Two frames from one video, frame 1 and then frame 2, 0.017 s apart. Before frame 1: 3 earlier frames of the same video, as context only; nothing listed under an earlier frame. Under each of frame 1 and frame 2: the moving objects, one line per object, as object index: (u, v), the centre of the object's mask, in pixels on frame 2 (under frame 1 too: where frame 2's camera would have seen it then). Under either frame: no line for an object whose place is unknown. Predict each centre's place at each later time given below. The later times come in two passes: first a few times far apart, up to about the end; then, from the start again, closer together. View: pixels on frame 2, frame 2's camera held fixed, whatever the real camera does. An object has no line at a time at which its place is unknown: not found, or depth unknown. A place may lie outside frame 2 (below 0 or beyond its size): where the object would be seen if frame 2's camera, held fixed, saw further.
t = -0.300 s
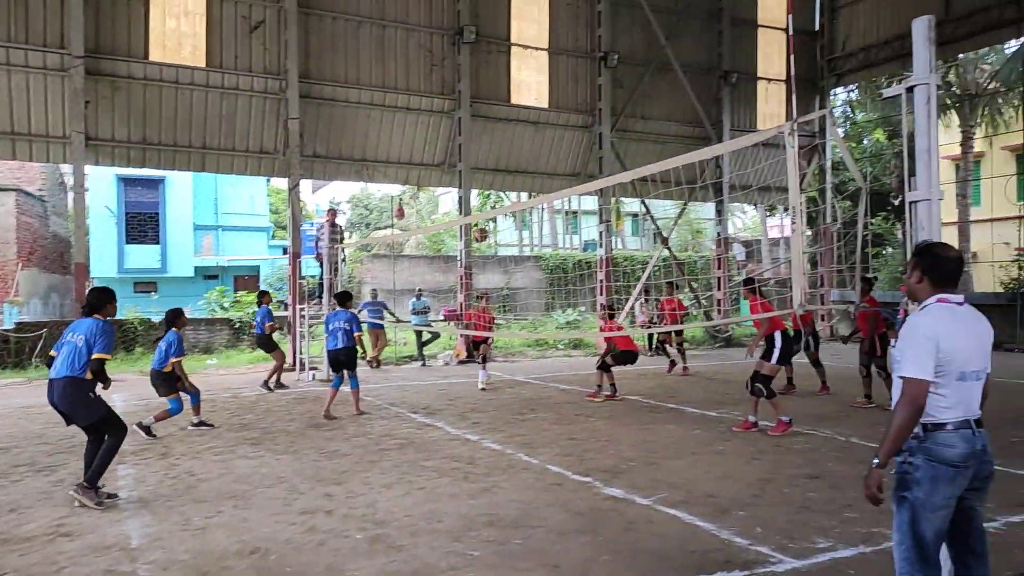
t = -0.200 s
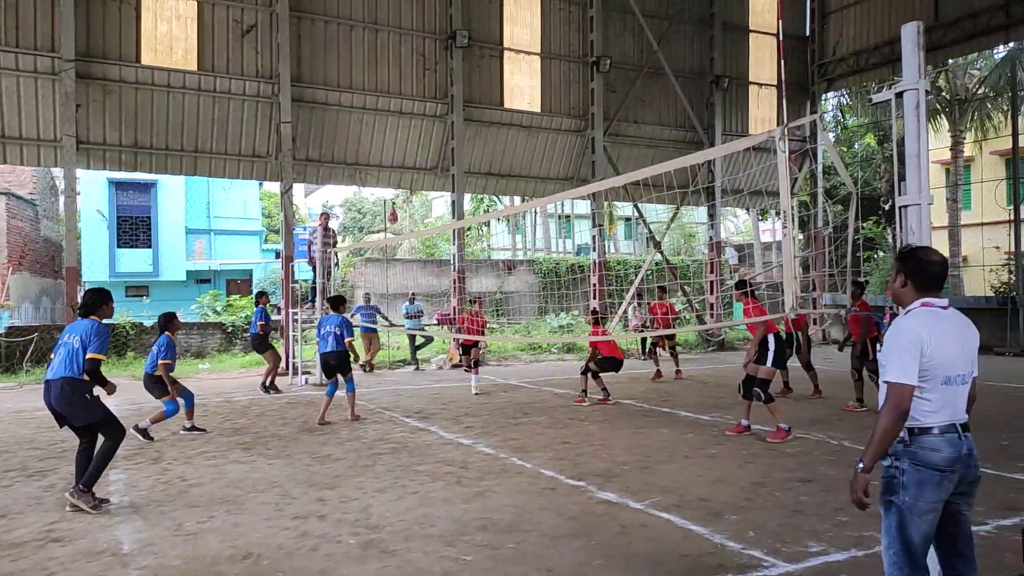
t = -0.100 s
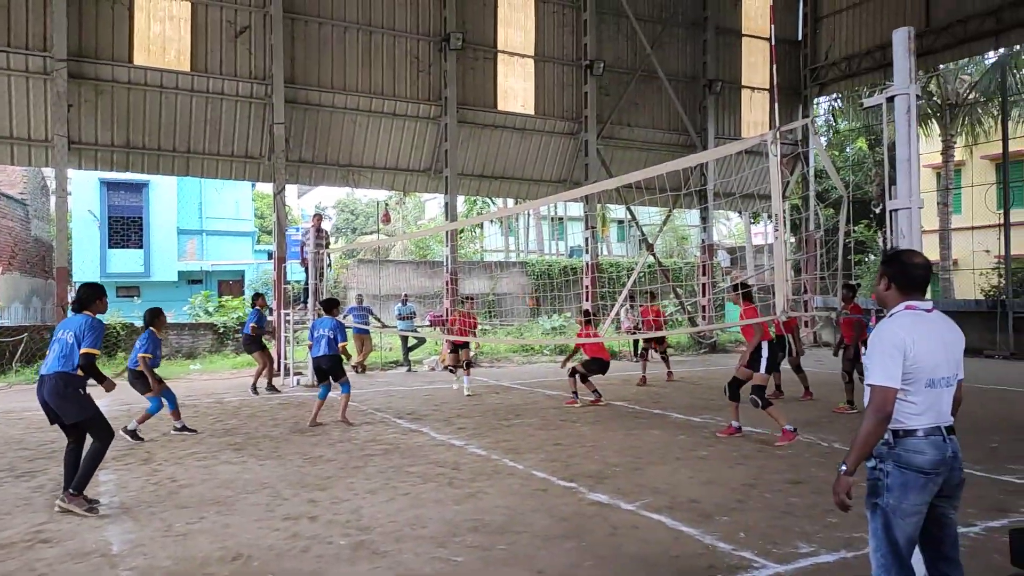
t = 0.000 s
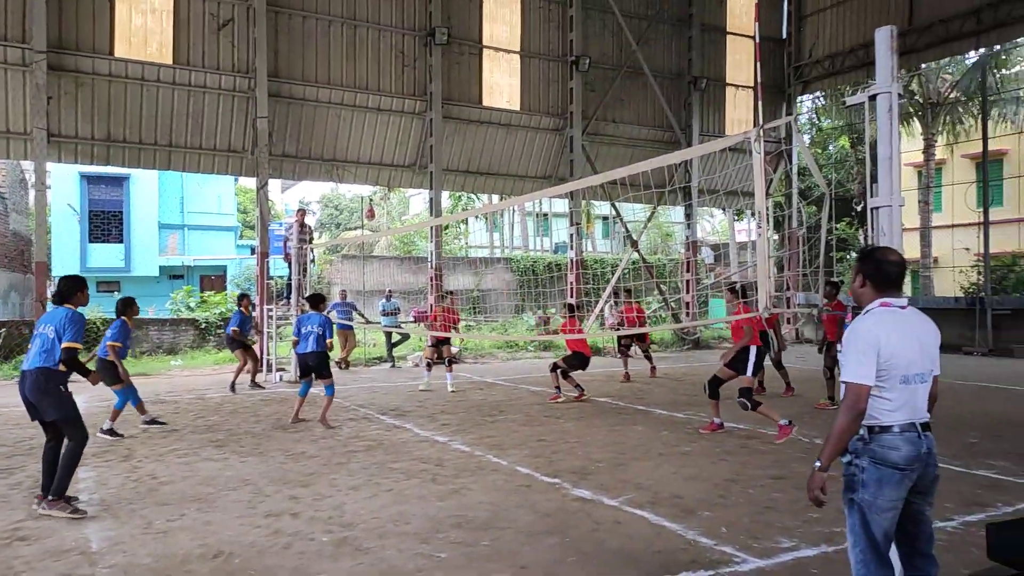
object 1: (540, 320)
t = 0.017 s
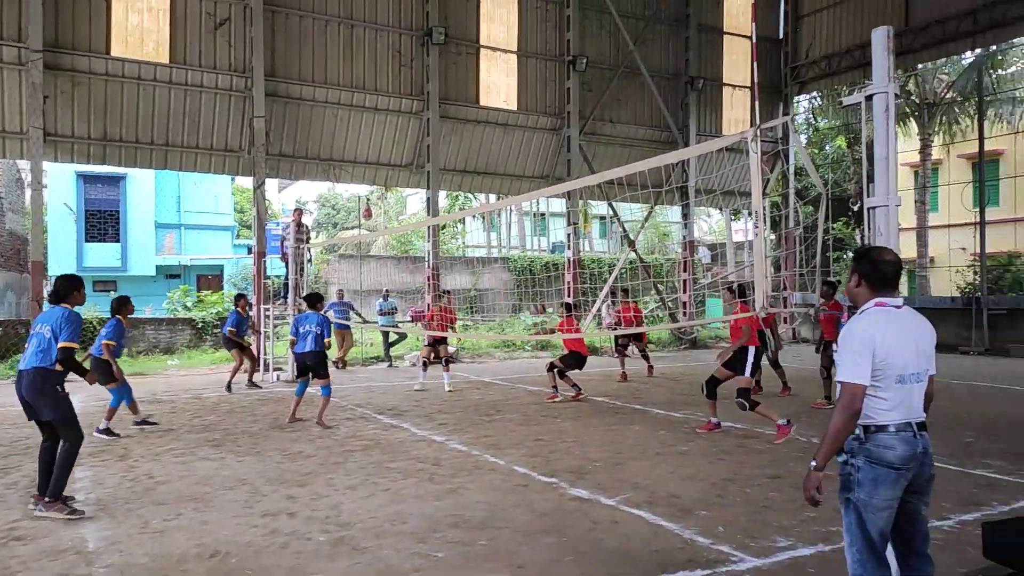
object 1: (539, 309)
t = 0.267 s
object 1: (518, 189)
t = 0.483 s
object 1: (503, 125)
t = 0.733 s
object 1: (483, 91)
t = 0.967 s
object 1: (466, 101)
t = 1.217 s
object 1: (448, 159)
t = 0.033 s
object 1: (538, 300)
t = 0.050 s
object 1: (537, 294)
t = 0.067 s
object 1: (533, 283)
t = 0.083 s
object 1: (533, 273)
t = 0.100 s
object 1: (531, 266)
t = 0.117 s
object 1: (531, 257)
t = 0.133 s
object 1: (530, 249)
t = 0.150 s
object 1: (528, 241)
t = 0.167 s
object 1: (526, 233)
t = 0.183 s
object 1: (525, 225)
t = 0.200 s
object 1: (524, 217)
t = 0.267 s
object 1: (518, 189)
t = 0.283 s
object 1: (517, 184)
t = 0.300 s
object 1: (516, 178)
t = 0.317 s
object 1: (515, 172)
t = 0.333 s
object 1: (514, 165)
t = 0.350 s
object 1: (512, 161)
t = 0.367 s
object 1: (511, 156)
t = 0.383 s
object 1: (511, 150)
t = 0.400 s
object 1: (509, 146)
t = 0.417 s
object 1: (508, 141)
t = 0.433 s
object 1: (506, 137)
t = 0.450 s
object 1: (505, 133)
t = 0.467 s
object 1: (504, 129)
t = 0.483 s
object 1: (503, 125)
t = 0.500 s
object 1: (502, 121)
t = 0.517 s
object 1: (500, 117)
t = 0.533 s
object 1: (500, 115)
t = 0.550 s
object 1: (498, 111)
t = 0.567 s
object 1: (496, 109)
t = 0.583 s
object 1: (495, 106)
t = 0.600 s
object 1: (494, 103)
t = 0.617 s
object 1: (492, 100)
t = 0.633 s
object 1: (491, 98)
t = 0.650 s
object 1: (490, 97)
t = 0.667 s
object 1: (488, 95)
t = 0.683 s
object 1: (487, 94)
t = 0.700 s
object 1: (486, 93)
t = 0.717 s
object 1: (484, 92)
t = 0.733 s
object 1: (483, 91)
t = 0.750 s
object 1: (482, 91)
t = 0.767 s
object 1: (480, 90)
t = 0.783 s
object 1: (479, 90)
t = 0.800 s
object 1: (478, 90)
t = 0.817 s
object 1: (477, 90)
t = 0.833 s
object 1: (476, 91)
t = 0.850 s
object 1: (474, 91)
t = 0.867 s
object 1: (473, 92)
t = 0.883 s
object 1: (472, 93)
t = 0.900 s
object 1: (471, 94)
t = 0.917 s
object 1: (470, 95)
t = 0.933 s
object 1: (468, 97)
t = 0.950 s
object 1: (467, 99)
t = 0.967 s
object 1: (466, 101)
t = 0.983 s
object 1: (465, 104)
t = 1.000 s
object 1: (464, 106)
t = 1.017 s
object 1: (463, 109)
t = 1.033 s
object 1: (461, 113)
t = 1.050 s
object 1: (459, 116)
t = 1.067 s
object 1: (459, 119)
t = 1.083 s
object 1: (457, 123)
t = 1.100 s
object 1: (456, 127)
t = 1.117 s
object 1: (456, 131)
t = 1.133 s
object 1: (454, 134)
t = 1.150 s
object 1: (453, 139)
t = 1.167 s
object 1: (452, 144)
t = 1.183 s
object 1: (450, 149)
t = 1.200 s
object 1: (449, 154)
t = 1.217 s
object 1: (448, 159)
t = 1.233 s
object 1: (446, 164)
